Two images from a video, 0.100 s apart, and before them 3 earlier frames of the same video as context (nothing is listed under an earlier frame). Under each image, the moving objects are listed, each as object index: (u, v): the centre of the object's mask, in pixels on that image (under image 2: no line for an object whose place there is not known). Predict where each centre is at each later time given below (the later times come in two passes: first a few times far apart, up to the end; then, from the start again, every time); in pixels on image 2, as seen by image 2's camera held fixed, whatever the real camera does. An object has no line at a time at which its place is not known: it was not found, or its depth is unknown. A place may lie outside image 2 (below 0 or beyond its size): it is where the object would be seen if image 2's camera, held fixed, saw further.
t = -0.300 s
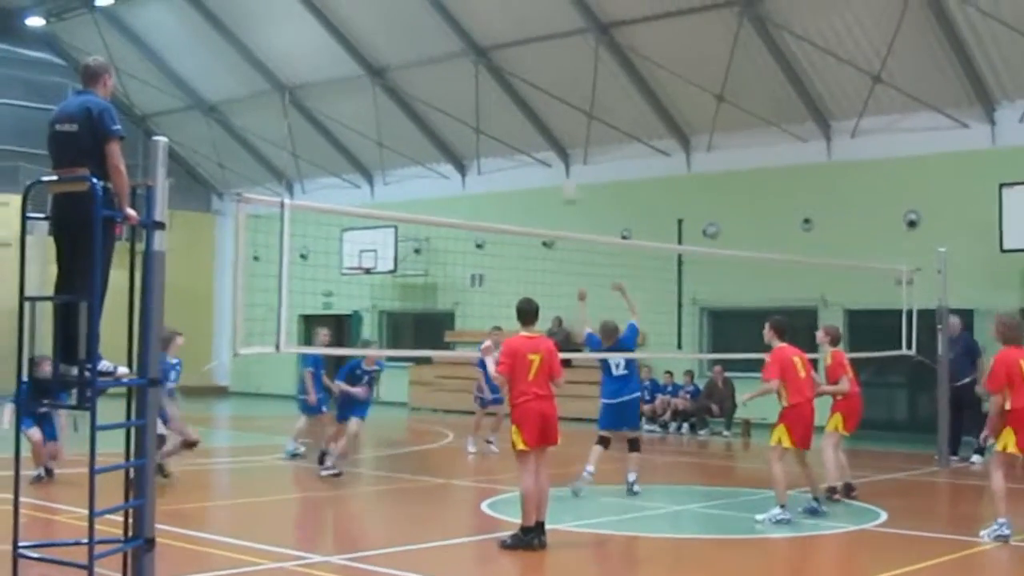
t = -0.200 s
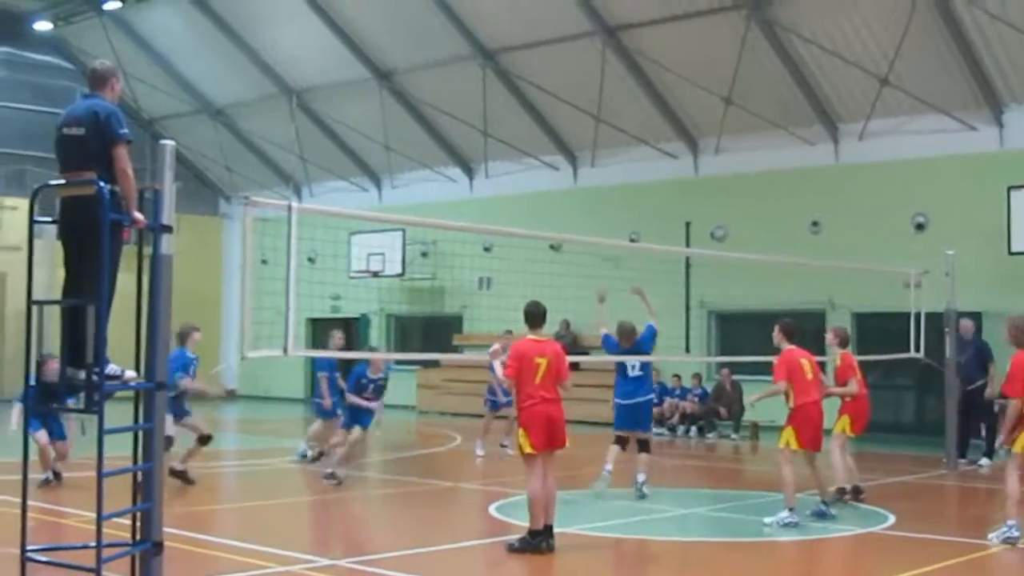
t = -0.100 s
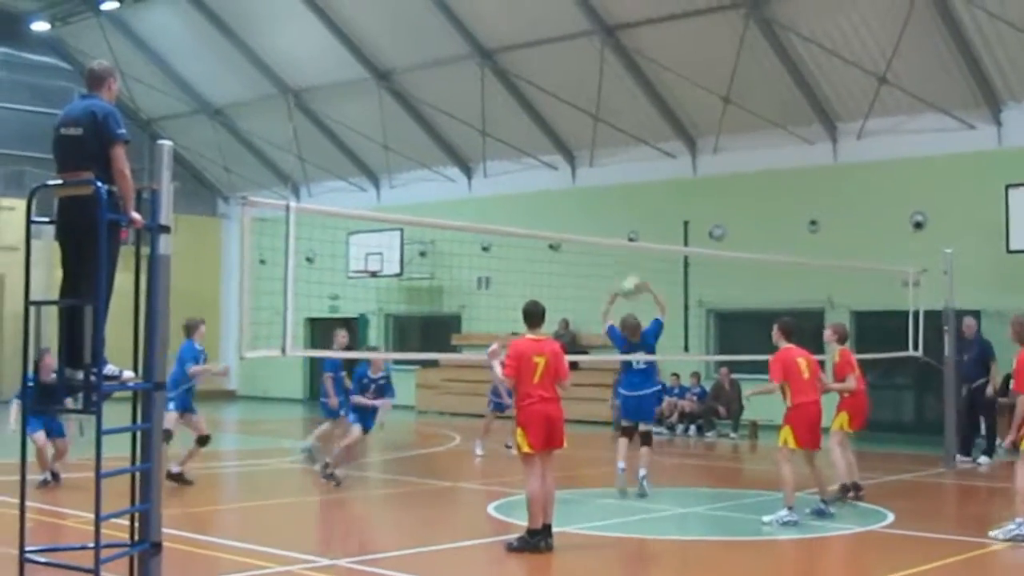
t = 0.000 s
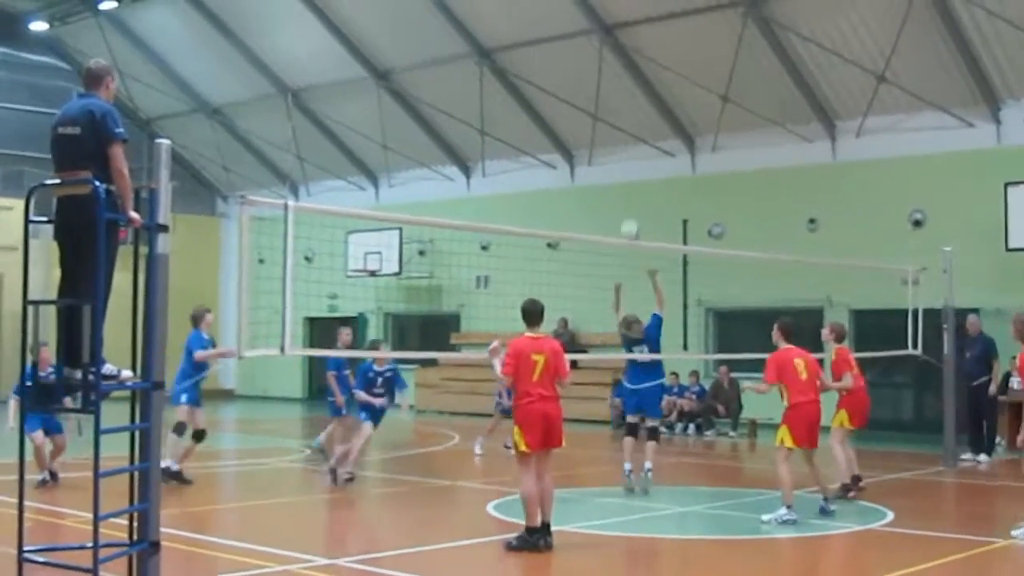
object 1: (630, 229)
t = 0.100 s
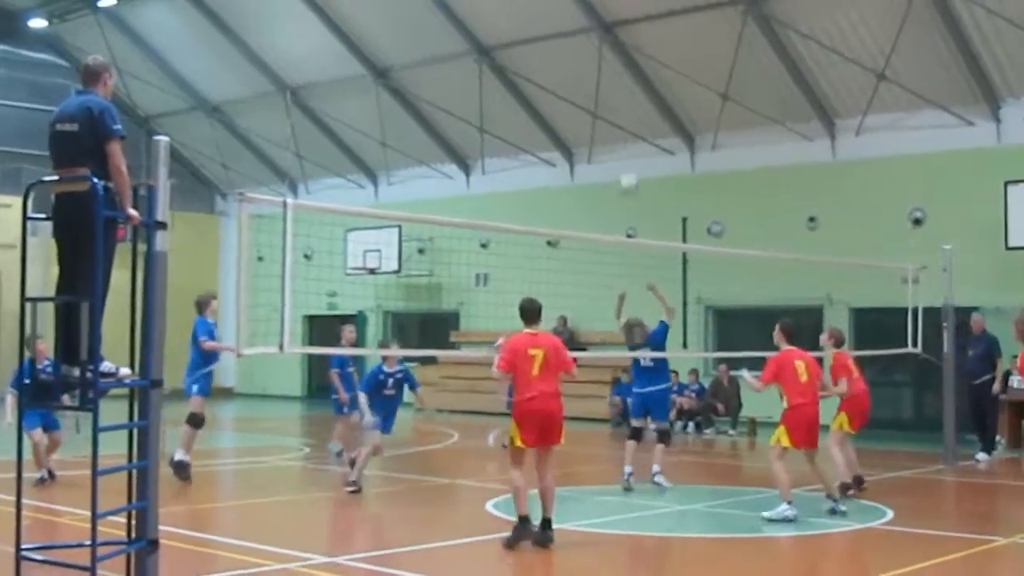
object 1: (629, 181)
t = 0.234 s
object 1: (627, 135)
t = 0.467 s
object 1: (620, 96)
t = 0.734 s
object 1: (614, 122)
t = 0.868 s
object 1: (610, 168)
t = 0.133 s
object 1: (627, 169)
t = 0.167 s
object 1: (627, 156)
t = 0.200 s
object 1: (626, 145)
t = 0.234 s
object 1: (627, 135)
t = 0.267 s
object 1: (625, 125)
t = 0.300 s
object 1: (625, 117)
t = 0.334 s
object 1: (625, 110)
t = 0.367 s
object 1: (624, 106)
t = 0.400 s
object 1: (623, 101)
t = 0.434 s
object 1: (622, 99)
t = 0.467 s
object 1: (620, 96)
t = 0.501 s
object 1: (619, 95)
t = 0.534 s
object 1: (619, 96)
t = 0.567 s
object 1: (619, 97)
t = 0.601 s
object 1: (617, 101)
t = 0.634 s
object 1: (617, 105)
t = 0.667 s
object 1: (615, 109)
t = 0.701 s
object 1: (614, 115)
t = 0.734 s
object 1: (614, 122)
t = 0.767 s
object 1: (612, 130)
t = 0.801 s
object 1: (611, 140)
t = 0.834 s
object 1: (611, 154)
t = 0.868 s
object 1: (610, 168)
